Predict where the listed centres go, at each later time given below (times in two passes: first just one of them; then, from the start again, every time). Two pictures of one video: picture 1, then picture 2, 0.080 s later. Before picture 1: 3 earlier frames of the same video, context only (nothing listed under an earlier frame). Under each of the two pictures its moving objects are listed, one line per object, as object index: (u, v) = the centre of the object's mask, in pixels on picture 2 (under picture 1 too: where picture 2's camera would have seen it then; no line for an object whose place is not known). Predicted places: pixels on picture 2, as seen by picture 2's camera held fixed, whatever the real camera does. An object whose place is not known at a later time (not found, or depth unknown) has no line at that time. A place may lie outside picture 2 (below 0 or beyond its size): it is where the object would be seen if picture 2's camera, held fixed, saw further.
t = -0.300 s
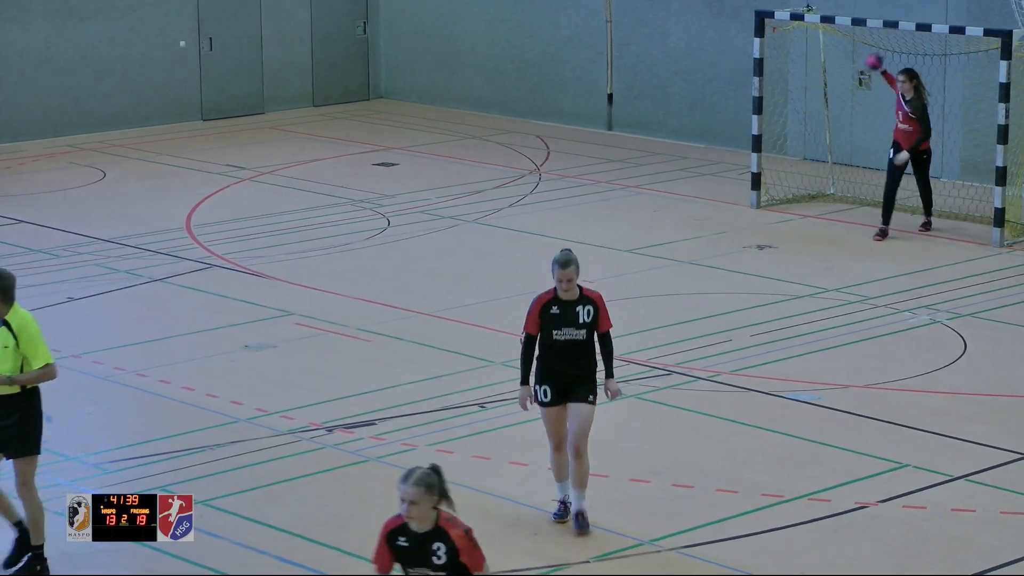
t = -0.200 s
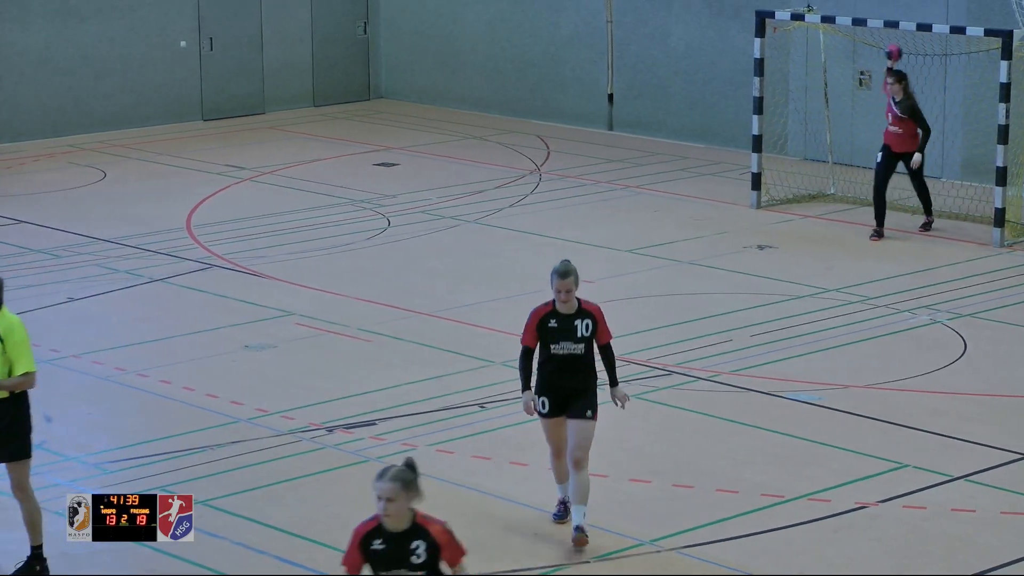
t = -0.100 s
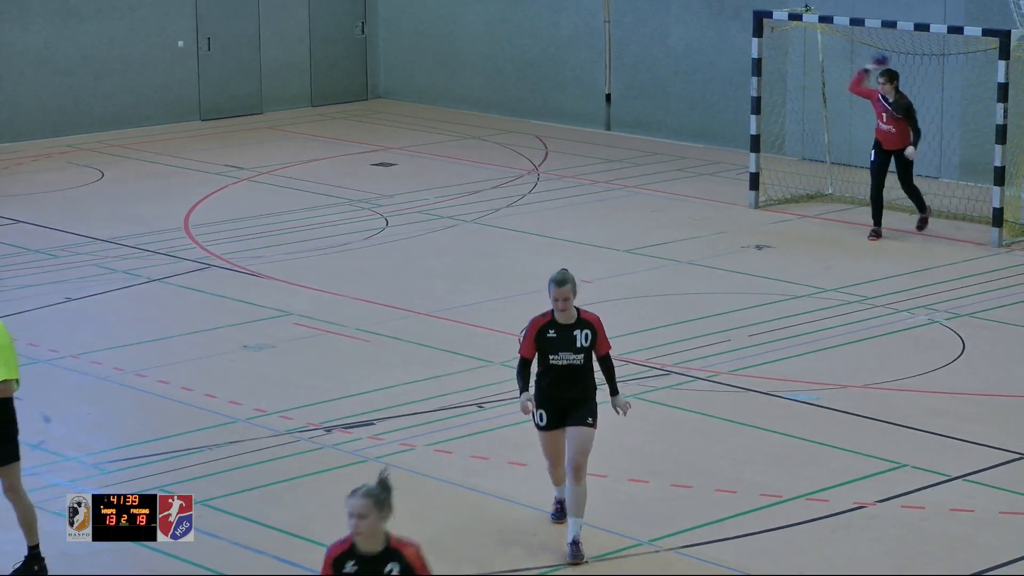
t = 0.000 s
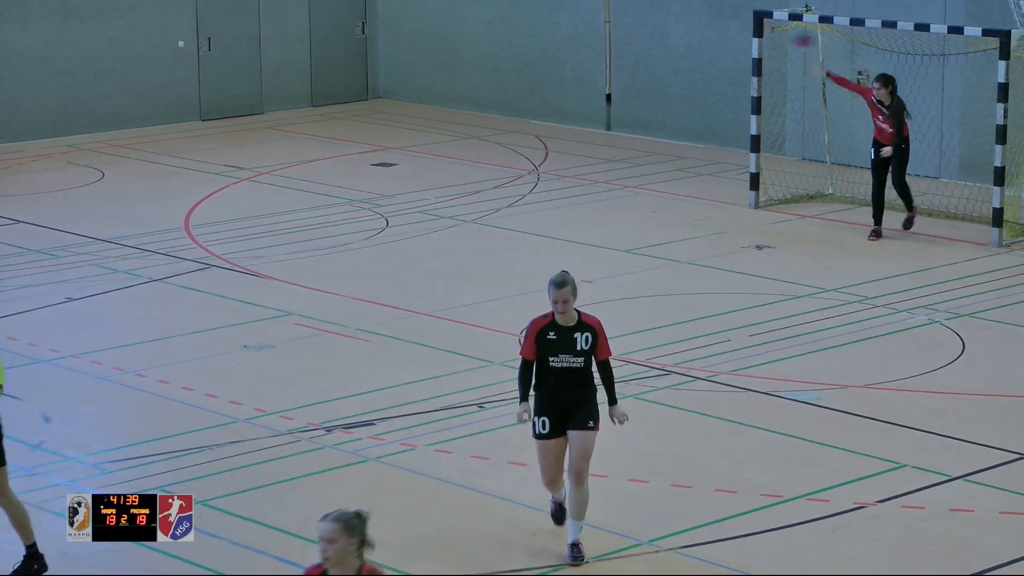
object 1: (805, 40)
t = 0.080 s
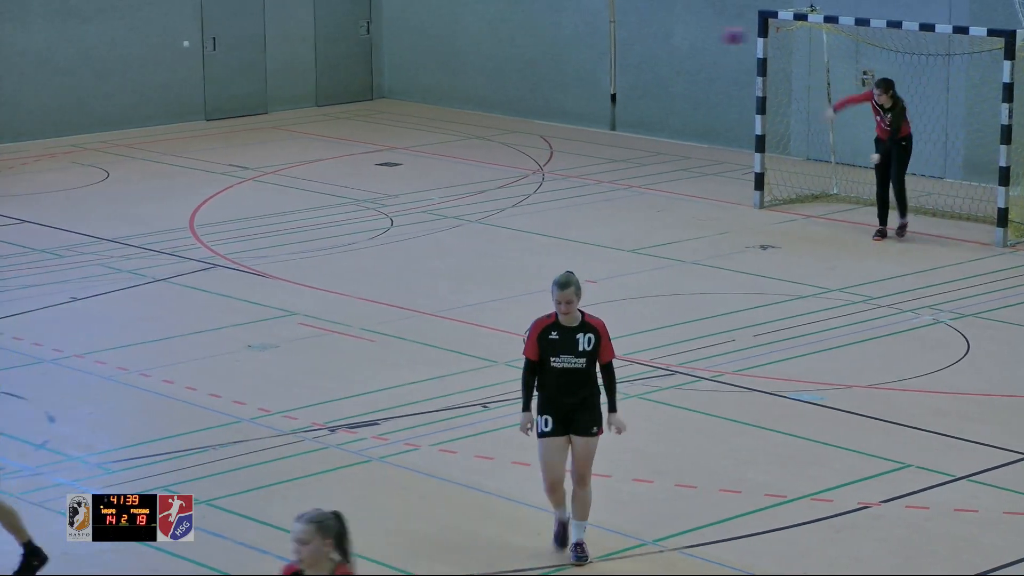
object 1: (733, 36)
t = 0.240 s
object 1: (570, 51)
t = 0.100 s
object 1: (713, 37)
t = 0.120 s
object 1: (691, 38)
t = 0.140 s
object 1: (671, 39)
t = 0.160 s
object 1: (653, 40)
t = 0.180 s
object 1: (633, 42)
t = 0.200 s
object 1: (612, 45)
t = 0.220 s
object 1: (590, 47)
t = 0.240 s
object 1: (570, 51)
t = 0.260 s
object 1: (548, 55)
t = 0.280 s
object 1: (525, 57)
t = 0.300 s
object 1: (502, 62)
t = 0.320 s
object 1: (480, 67)
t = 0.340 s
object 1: (457, 72)
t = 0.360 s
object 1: (433, 78)
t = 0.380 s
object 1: (410, 85)
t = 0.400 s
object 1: (387, 91)
